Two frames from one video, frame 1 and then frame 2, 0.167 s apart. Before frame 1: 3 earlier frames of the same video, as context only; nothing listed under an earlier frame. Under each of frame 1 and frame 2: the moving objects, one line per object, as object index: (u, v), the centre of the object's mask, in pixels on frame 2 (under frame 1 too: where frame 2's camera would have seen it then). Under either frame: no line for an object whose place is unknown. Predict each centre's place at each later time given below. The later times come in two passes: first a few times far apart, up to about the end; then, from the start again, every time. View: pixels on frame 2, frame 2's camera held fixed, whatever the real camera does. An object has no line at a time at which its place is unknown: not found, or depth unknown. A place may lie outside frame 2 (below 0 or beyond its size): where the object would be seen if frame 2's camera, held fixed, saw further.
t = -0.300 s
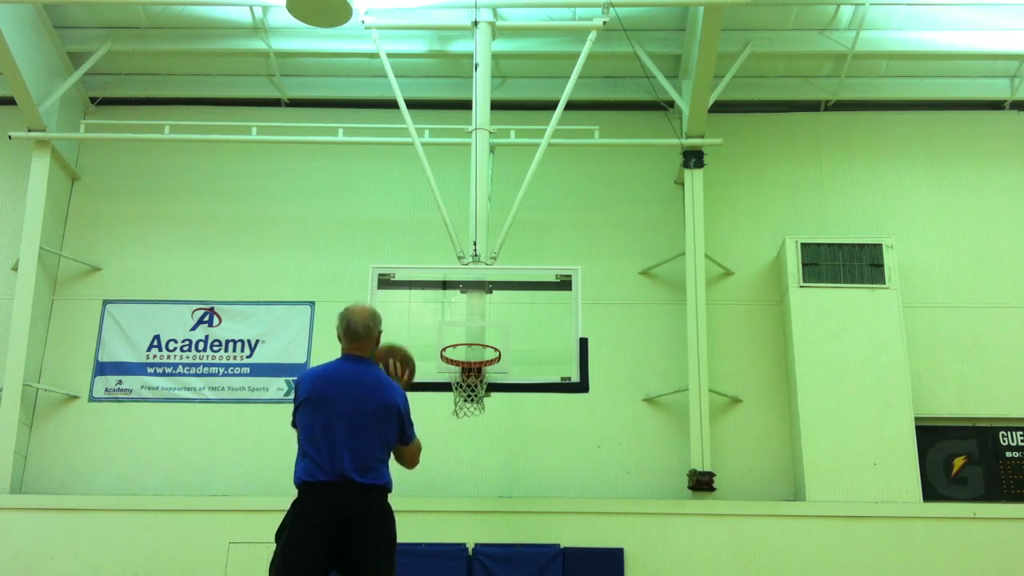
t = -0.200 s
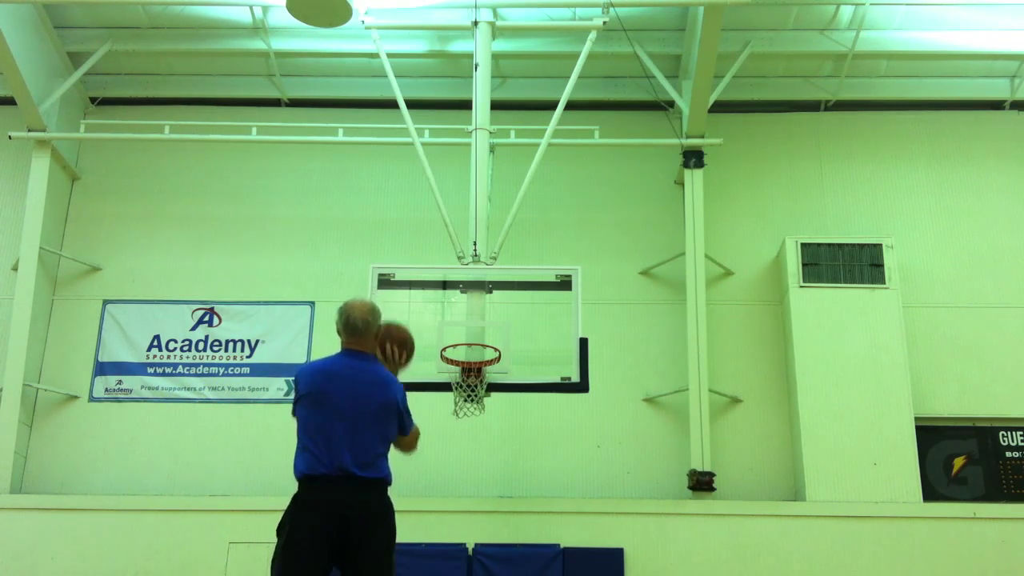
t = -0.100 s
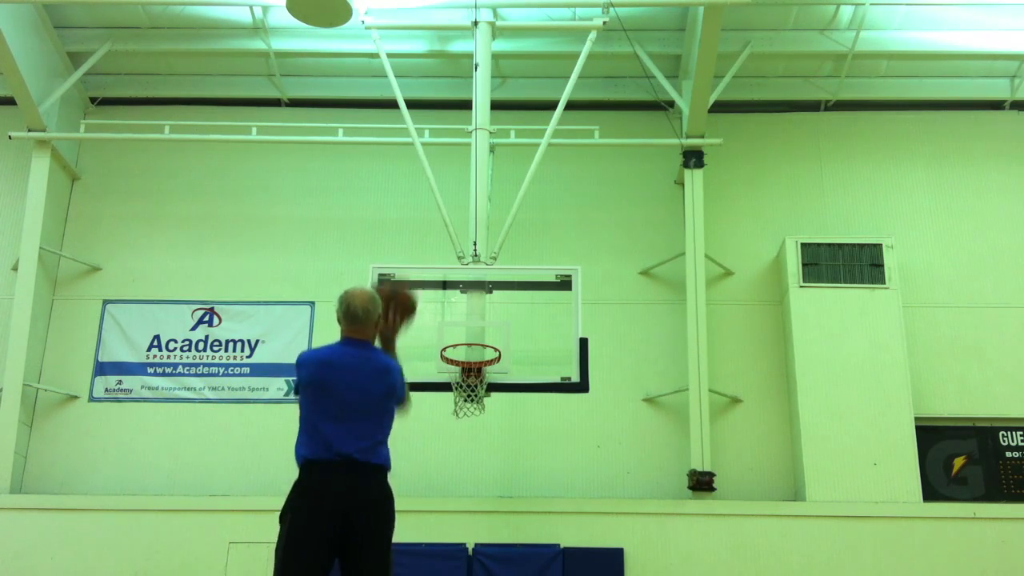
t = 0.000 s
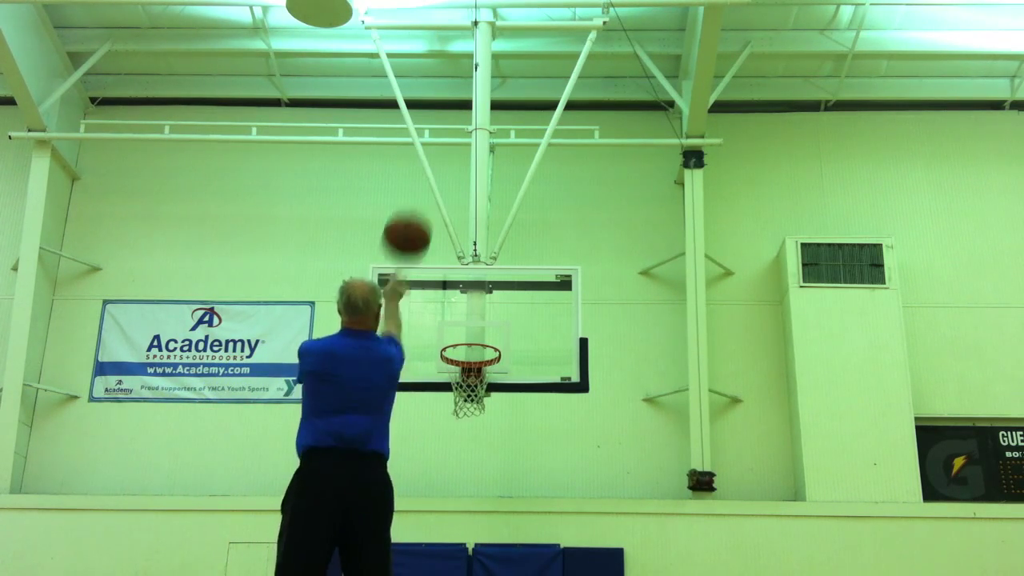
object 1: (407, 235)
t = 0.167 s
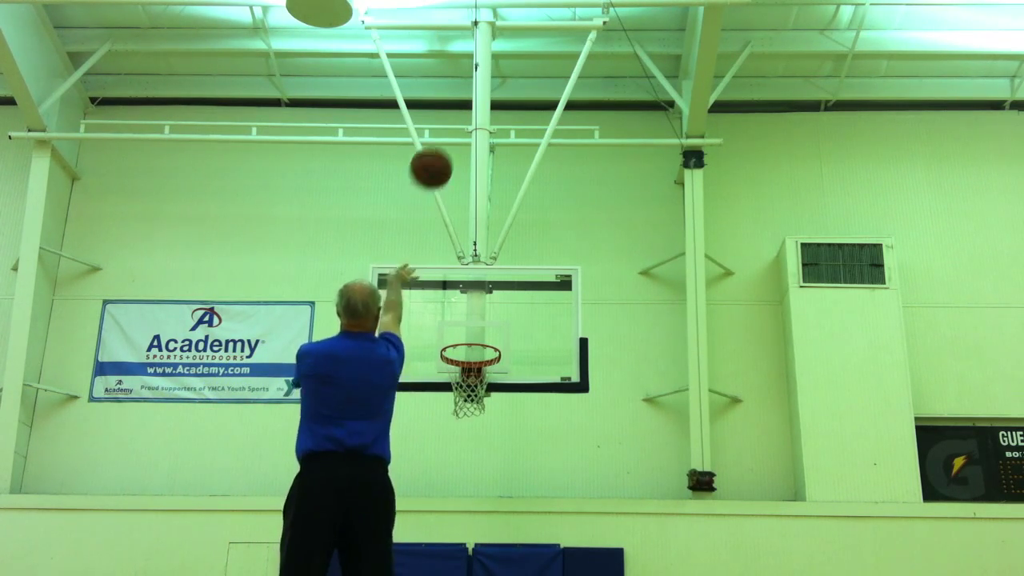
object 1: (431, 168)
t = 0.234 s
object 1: (439, 157)
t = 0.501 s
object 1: (462, 172)
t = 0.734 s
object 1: (477, 250)
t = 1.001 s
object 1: (487, 331)
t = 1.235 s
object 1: (488, 342)
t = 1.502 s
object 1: (469, 366)
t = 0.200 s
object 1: (435, 162)
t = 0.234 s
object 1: (439, 157)
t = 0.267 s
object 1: (442, 154)
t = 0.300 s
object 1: (446, 152)
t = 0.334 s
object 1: (449, 152)
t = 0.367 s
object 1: (452, 154)
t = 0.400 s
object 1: (455, 157)
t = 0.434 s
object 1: (457, 161)
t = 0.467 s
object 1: (460, 166)
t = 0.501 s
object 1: (462, 172)
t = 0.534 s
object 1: (465, 180)
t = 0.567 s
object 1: (467, 189)
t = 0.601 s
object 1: (469, 199)
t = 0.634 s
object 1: (471, 211)
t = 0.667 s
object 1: (473, 223)
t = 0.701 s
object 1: (475, 236)
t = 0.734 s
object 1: (477, 250)
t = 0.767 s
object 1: (479, 265)
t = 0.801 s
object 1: (481, 283)
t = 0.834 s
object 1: (482, 300)
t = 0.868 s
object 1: (484, 318)
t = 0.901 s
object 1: (485, 333)
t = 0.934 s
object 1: (486, 332)
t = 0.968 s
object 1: (487, 331)
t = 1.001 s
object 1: (487, 331)
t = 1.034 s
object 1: (488, 332)
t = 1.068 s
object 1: (488, 335)
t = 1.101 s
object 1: (488, 339)
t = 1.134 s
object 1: (489, 344)
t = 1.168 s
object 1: (489, 344)
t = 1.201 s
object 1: (488, 343)
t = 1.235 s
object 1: (488, 342)
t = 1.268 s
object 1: (487, 343)
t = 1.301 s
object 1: (487, 346)
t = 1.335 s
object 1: (486, 348)
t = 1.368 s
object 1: (482, 348)
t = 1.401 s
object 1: (481, 352)
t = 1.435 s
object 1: (476, 357)
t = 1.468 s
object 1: (473, 362)
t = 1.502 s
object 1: (469, 366)
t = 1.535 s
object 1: (466, 370)
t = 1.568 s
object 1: (462, 372)
